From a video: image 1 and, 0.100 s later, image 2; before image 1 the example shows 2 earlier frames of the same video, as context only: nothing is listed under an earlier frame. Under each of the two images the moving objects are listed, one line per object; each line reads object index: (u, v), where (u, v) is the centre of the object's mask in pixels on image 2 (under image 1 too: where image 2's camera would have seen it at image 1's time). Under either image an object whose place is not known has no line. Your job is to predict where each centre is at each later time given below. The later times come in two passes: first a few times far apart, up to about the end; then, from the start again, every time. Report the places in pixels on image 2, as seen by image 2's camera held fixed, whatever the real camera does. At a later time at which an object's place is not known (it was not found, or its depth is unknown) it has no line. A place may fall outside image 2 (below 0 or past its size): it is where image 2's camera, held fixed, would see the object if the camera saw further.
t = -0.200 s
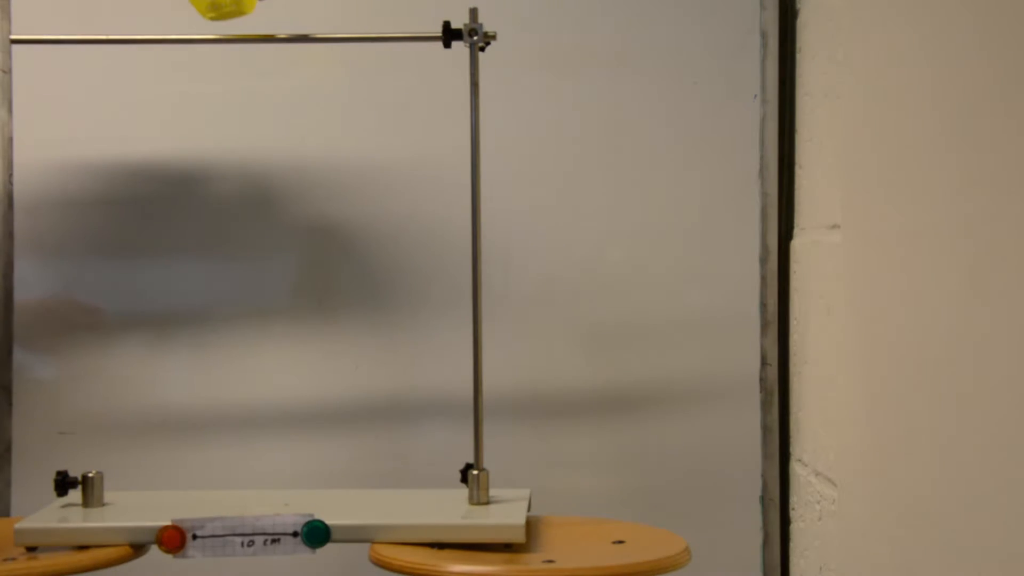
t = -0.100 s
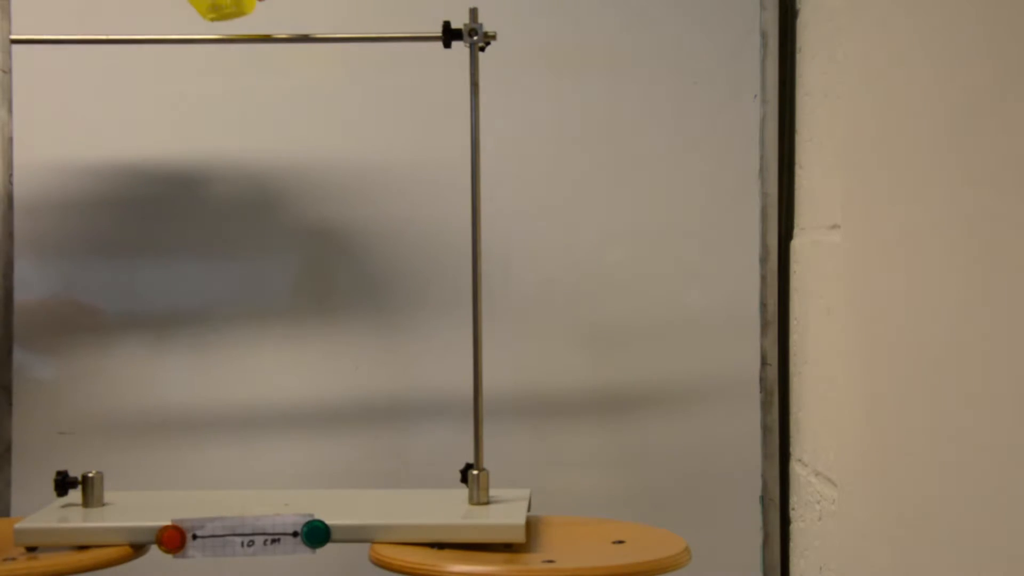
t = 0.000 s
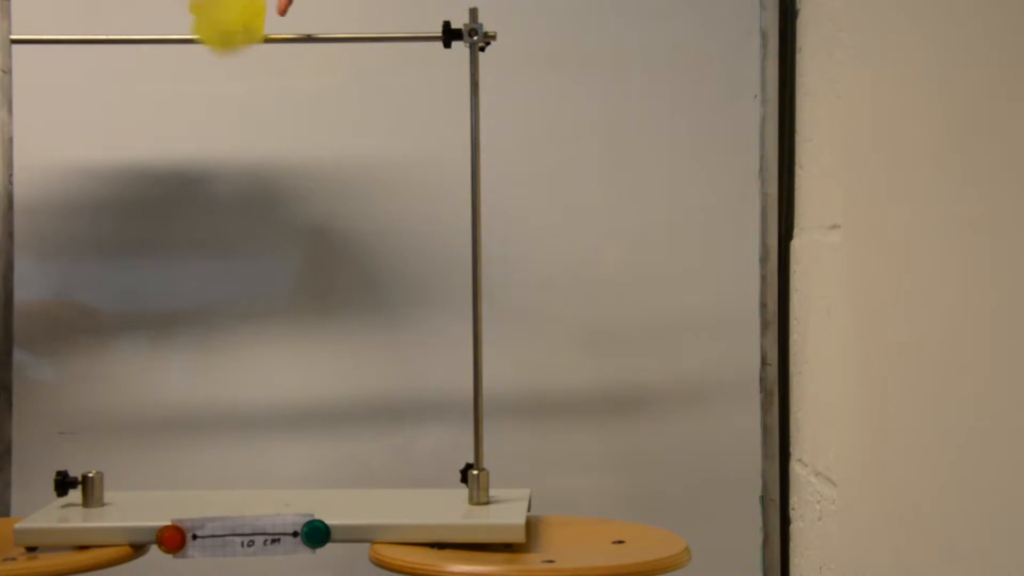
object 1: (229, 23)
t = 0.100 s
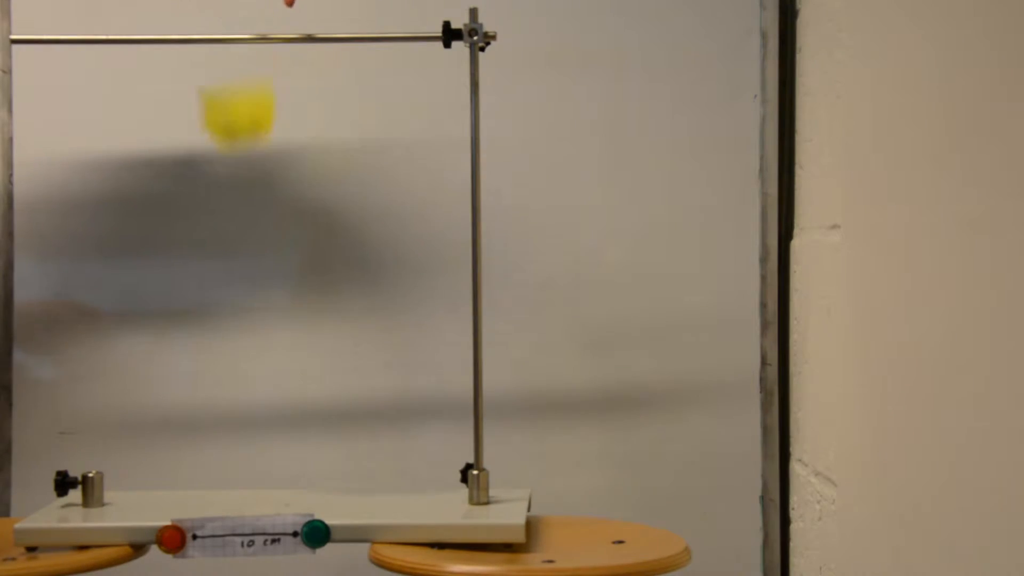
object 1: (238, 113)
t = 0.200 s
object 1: (245, 271)
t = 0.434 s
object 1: (231, 493)
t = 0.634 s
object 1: (231, 493)
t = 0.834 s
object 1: (231, 493)
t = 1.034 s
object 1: (231, 493)
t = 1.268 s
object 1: (231, 493)
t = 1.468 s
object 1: (231, 493)
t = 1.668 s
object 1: (231, 493)
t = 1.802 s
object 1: (231, 494)
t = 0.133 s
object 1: (242, 166)
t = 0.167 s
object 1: (244, 215)
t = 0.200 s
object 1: (245, 271)
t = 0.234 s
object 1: (243, 336)
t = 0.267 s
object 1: (242, 407)
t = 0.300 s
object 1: (238, 481)
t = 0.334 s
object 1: (232, 492)
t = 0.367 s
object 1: (231, 492)
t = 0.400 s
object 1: (231, 494)
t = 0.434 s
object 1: (231, 493)
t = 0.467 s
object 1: (231, 493)
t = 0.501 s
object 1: (231, 493)
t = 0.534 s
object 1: (231, 493)
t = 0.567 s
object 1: (231, 494)
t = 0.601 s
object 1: (231, 493)
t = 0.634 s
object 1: (231, 493)
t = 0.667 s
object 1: (231, 493)
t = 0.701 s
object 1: (231, 493)
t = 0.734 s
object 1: (231, 493)
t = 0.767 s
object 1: (231, 493)
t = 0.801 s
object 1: (231, 493)
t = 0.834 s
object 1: (231, 493)
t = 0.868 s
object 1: (231, 493)
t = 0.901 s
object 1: (231, 493)
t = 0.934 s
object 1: (231, 493)
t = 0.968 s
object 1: (231, 493)
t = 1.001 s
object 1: (231, 493)
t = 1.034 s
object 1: (231, 493)
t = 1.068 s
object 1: (231, 493)
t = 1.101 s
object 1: (231, 493)
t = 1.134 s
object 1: (231, 493)
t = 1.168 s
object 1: (231, 493)
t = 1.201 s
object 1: (231, 493)
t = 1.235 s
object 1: (231, 493)
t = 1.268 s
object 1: (231, 493)
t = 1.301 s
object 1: (231, 493)
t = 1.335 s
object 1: (231, 493)
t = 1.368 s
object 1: (231, 493)
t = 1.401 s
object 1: (231, 493)
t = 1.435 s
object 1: (231, 493)
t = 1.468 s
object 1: (231, 493)
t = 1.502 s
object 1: (231, 493)
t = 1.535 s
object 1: (231, 494)
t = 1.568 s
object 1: (231, 493)
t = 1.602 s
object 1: (231, 493)
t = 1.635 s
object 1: (231, 493)
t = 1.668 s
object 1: (231, 493)
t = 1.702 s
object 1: (231, 493)
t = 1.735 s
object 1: (231, 494)
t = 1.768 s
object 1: (231, 493)
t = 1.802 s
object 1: (231, 494)
